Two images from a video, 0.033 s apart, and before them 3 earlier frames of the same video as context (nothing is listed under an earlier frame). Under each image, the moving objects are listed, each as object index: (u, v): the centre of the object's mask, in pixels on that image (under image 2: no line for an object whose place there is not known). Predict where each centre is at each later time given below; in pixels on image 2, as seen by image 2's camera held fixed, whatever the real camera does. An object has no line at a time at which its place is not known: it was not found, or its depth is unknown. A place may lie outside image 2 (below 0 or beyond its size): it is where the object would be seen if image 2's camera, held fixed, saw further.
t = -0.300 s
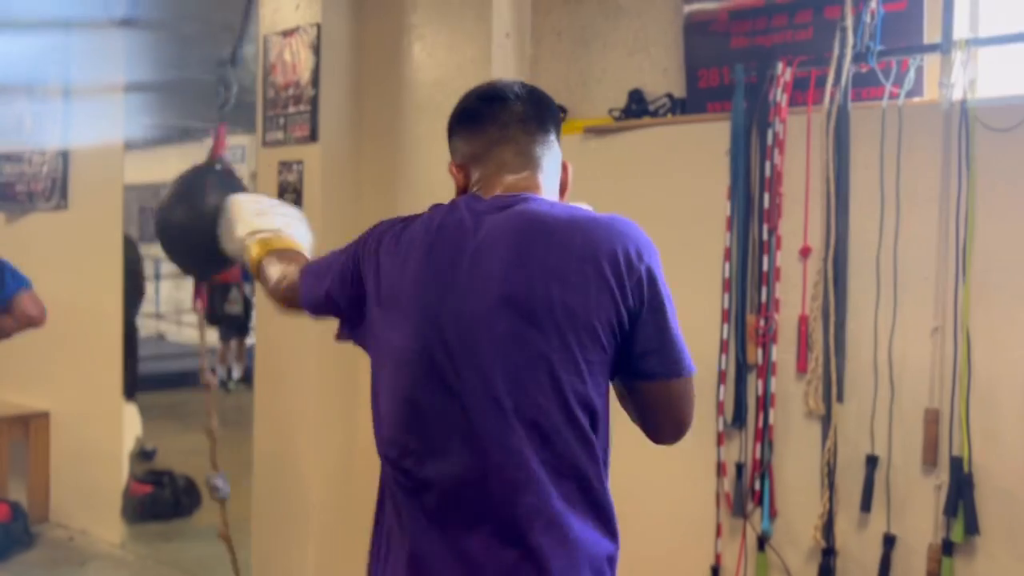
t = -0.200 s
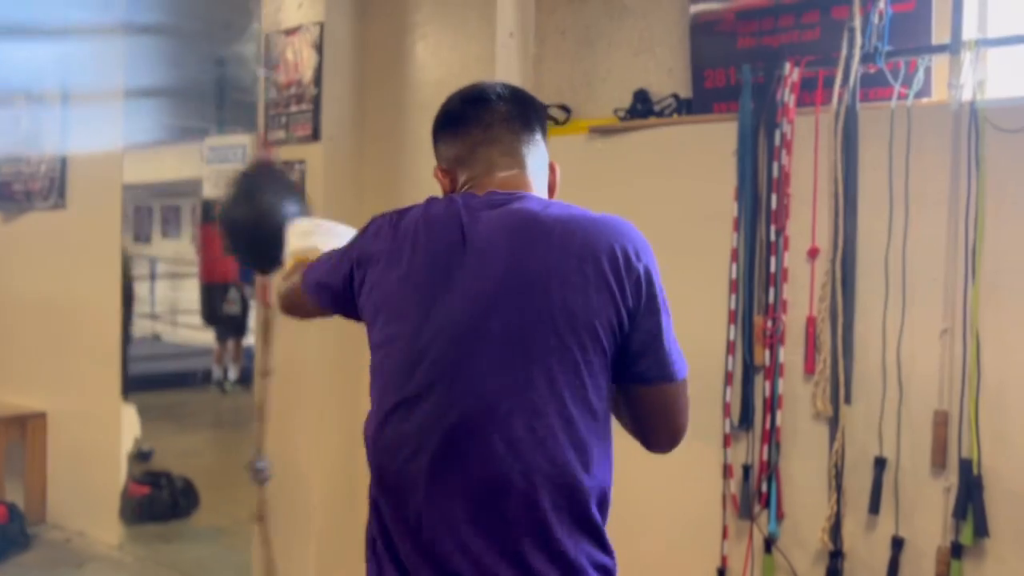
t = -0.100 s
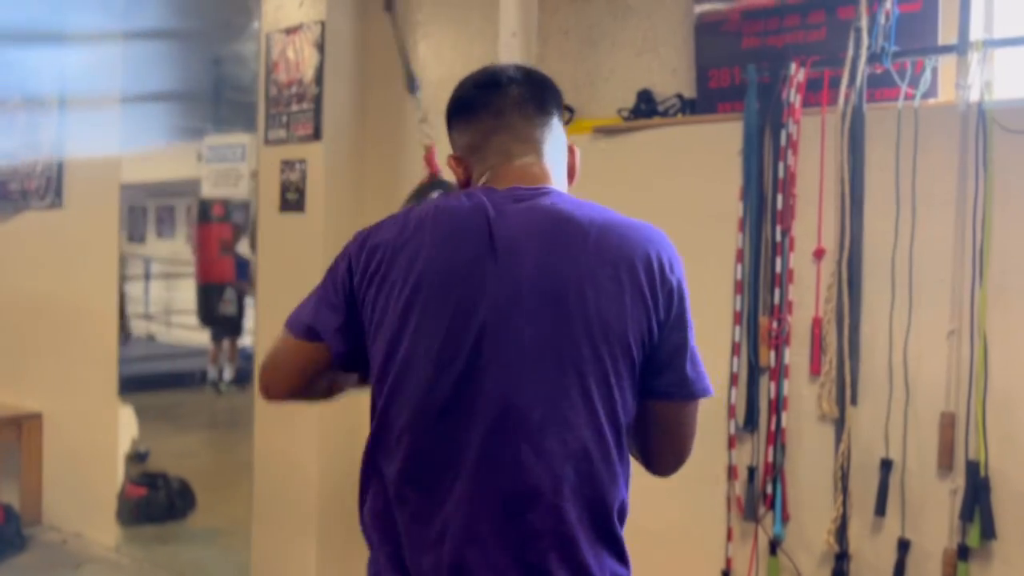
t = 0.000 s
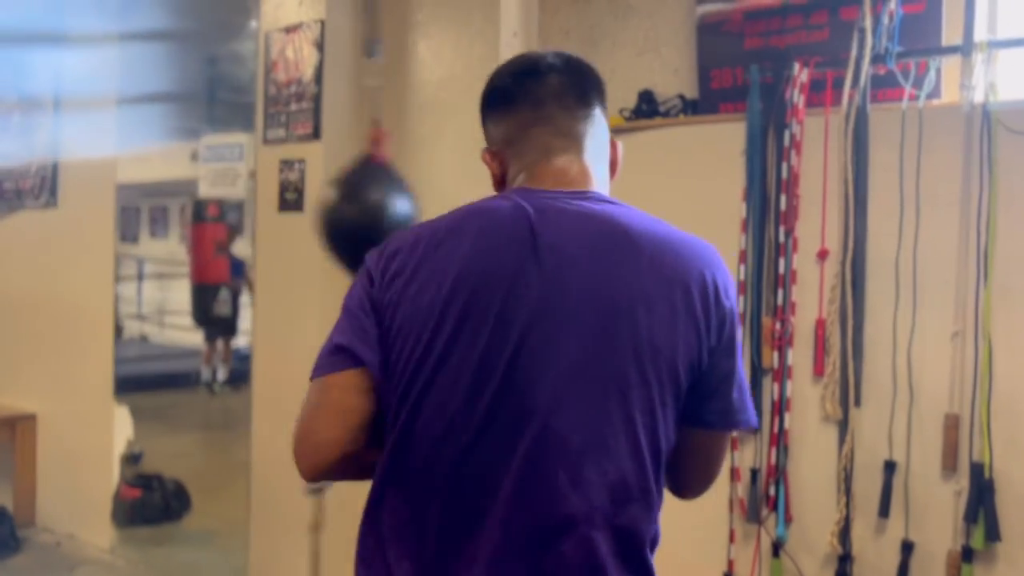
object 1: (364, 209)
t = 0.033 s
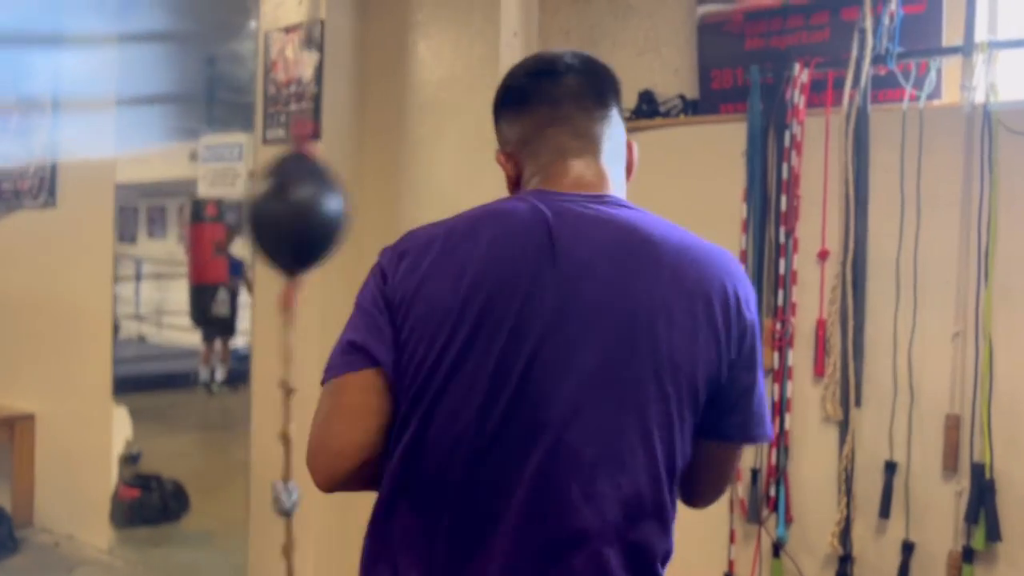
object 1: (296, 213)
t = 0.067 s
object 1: (232, 218)
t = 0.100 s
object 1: (217, 214)
